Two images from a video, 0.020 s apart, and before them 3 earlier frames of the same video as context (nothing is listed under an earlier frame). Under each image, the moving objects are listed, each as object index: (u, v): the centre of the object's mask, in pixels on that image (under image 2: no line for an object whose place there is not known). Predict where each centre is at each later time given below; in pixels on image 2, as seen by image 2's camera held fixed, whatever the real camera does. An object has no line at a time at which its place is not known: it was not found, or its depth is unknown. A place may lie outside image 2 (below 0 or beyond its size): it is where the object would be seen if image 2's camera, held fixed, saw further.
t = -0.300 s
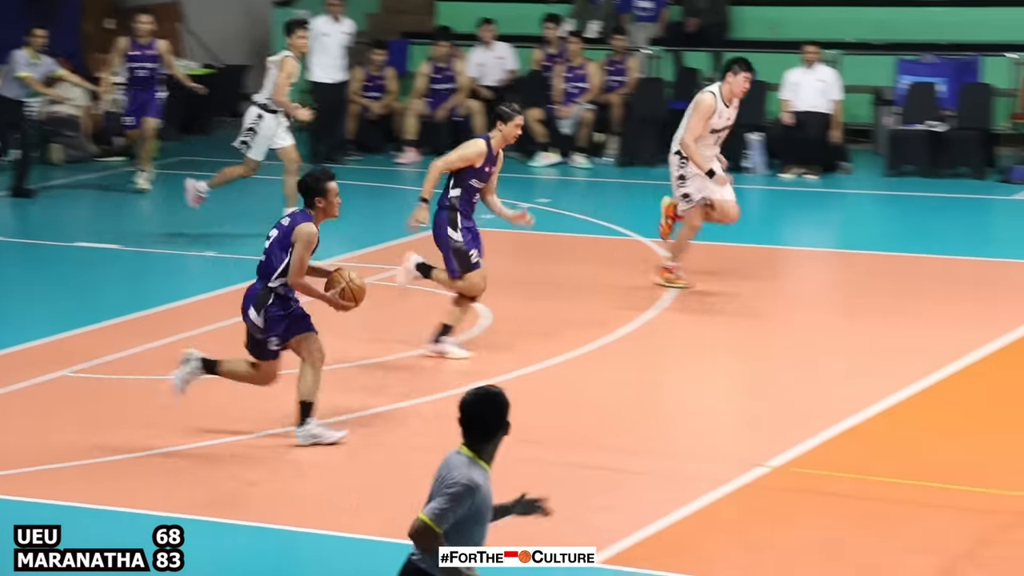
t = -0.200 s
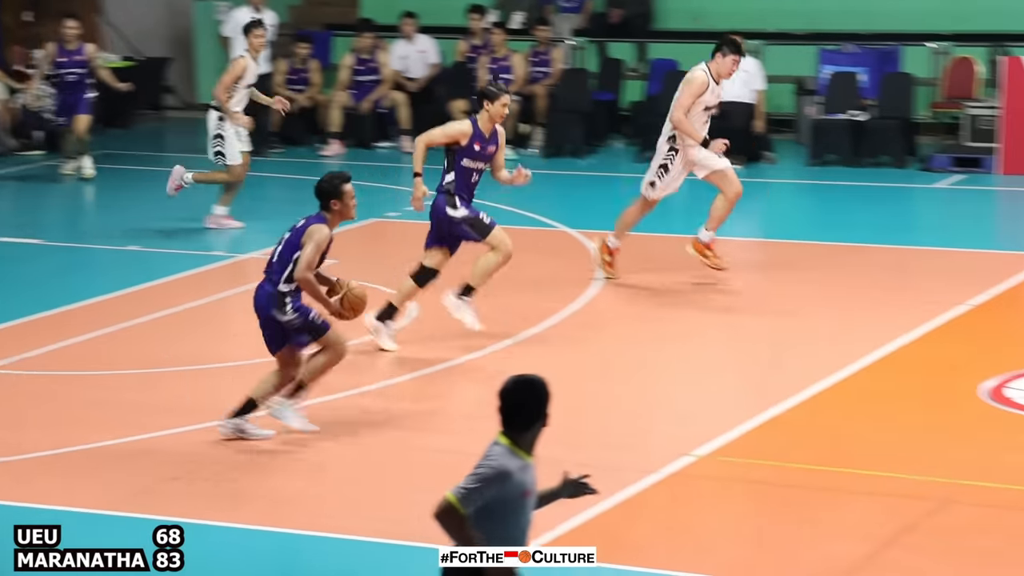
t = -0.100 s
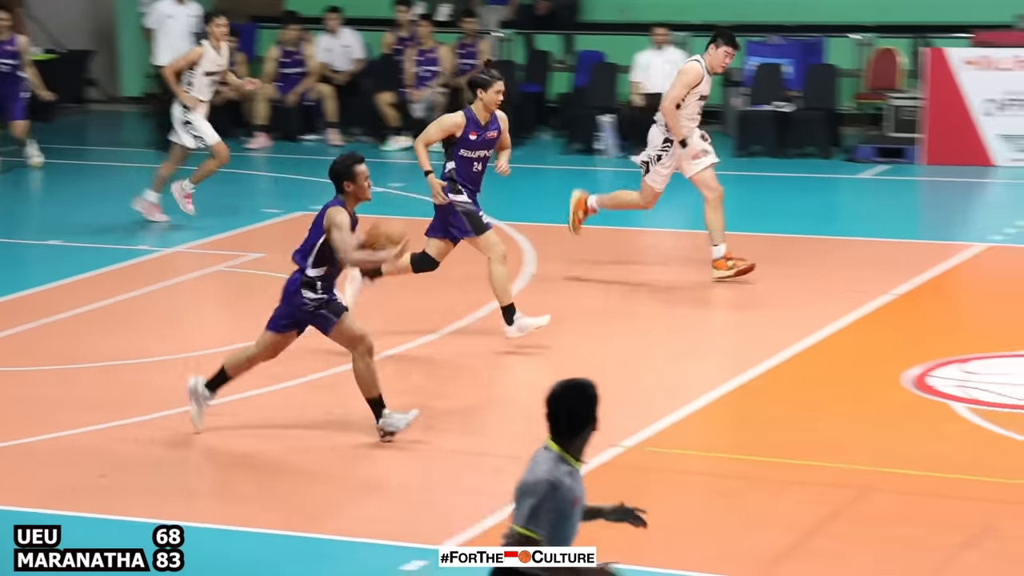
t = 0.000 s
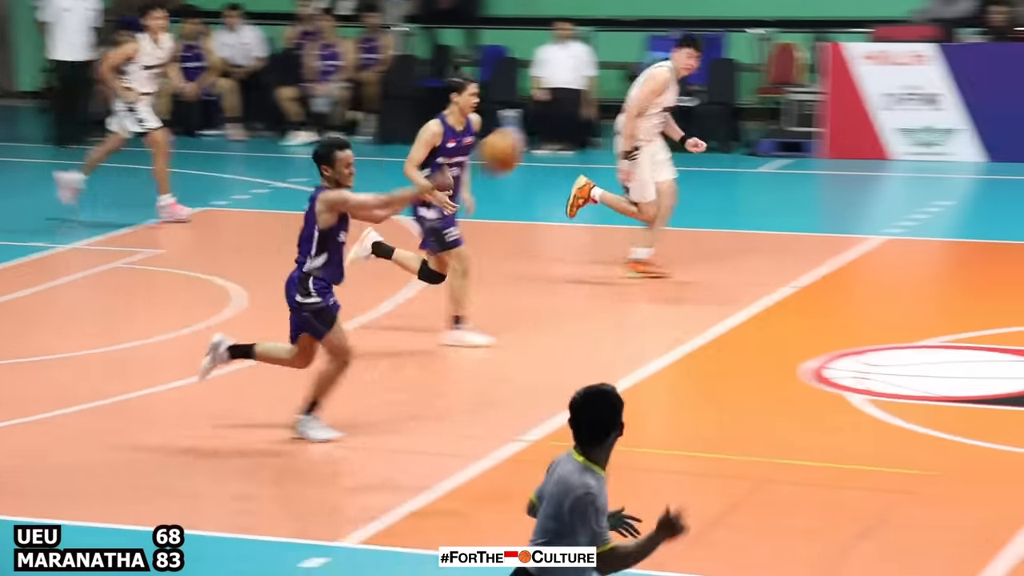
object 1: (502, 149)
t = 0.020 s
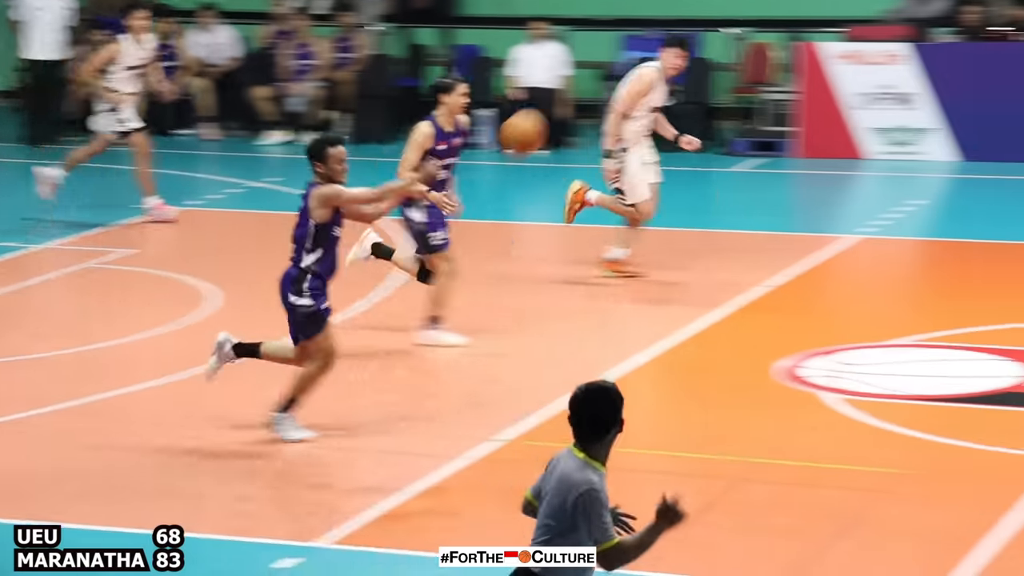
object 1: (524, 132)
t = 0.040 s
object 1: (569, 117)
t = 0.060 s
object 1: (614, 101)
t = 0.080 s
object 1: (663, 83)
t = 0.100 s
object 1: (711, 67)
